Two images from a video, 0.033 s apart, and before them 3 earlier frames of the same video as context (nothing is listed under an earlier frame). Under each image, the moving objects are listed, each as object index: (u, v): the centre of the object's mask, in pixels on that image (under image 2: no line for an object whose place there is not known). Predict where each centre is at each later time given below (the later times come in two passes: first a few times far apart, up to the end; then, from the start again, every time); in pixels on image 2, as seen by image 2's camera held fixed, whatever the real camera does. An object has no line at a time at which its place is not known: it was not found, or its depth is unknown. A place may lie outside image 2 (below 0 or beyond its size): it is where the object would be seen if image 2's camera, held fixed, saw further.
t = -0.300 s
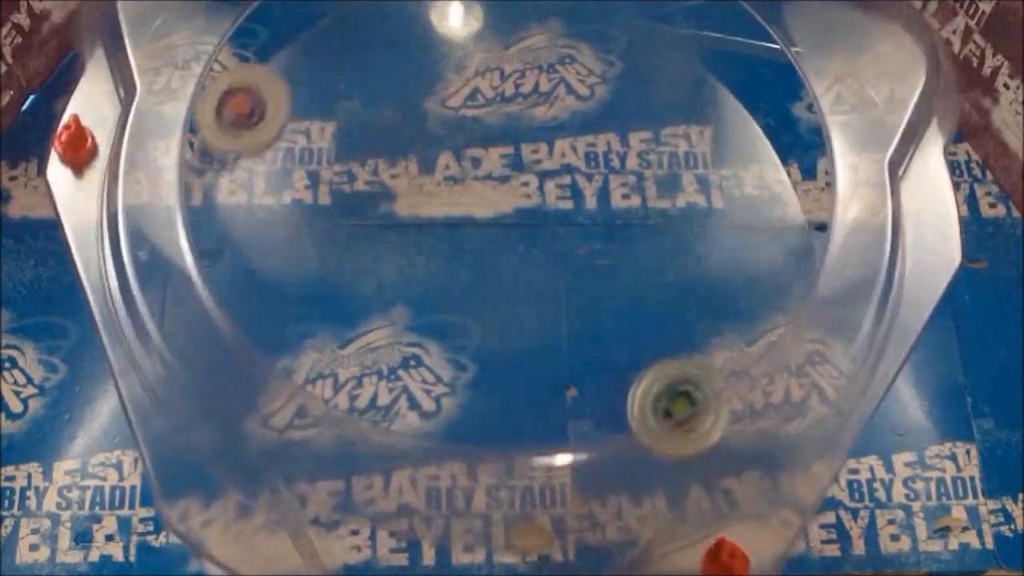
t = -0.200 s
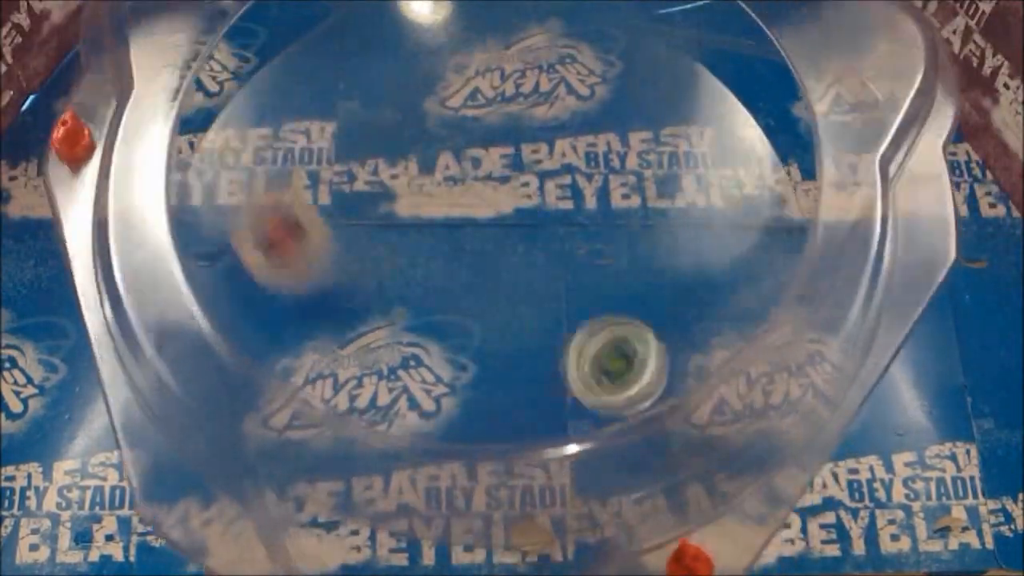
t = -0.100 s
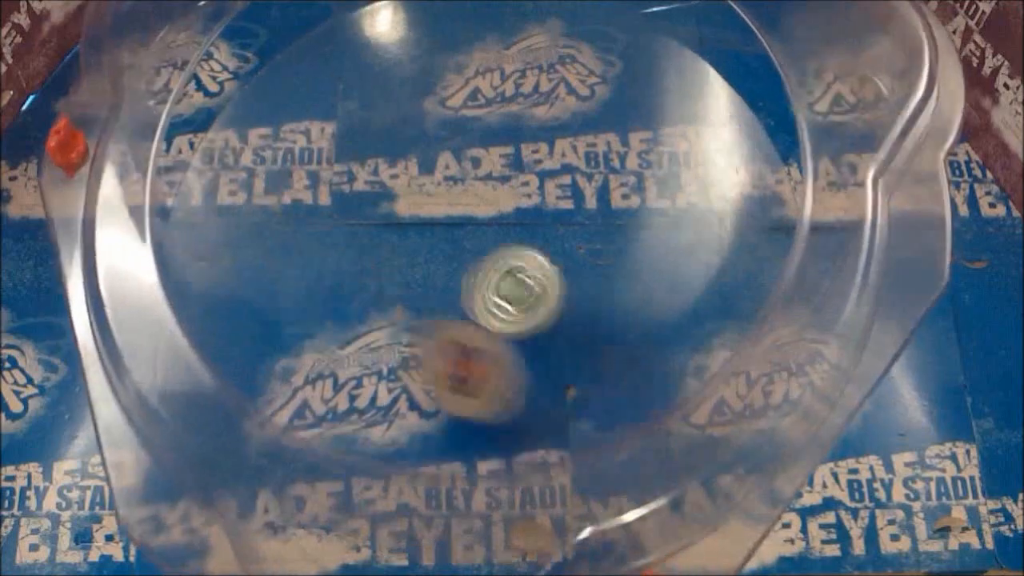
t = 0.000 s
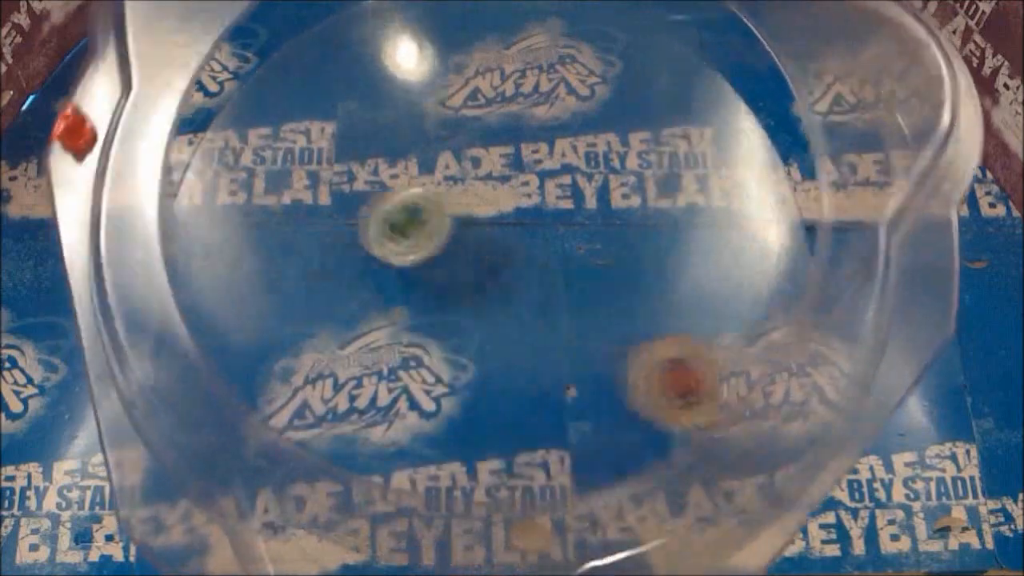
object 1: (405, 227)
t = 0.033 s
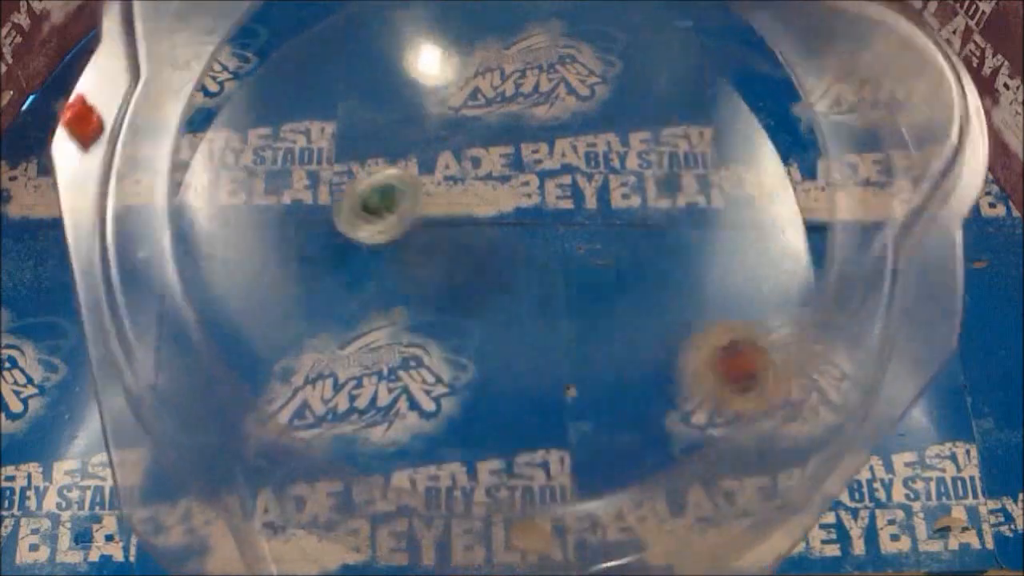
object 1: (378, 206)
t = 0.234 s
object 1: (380, 248)
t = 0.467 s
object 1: (683, 324)
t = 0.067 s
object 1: (354, 193)
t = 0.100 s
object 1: (342, 186)
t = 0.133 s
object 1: (332, 190)
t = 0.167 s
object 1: (345, 196)
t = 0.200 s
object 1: (362, 216)
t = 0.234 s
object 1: (380, 248)
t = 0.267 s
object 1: (410, 273)
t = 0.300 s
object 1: (461, 283)
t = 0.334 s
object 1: (512, 306)
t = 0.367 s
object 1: (562, 329)
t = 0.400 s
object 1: (605, 331)
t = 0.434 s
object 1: (648, 326)
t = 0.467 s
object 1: (683, 324)
